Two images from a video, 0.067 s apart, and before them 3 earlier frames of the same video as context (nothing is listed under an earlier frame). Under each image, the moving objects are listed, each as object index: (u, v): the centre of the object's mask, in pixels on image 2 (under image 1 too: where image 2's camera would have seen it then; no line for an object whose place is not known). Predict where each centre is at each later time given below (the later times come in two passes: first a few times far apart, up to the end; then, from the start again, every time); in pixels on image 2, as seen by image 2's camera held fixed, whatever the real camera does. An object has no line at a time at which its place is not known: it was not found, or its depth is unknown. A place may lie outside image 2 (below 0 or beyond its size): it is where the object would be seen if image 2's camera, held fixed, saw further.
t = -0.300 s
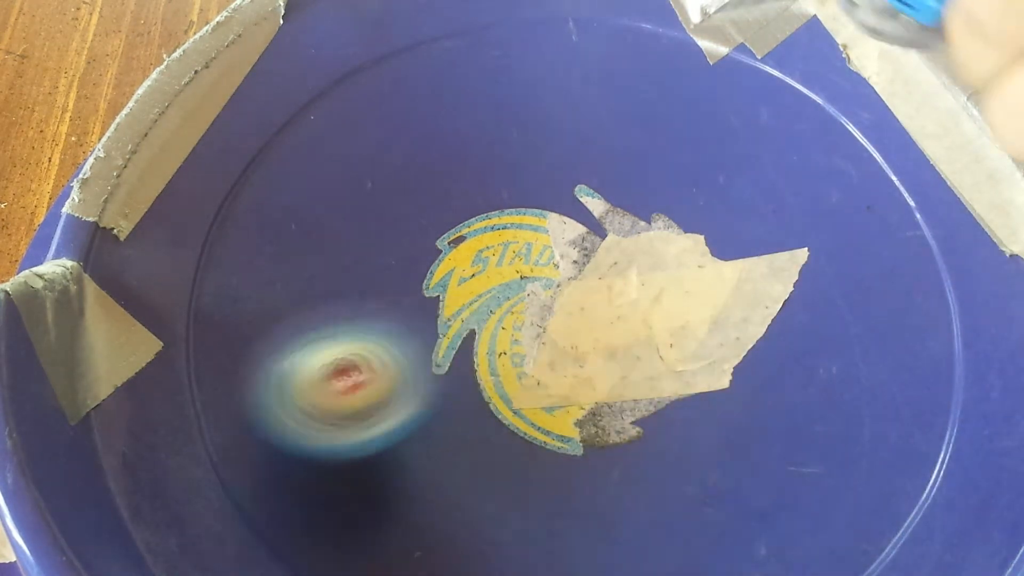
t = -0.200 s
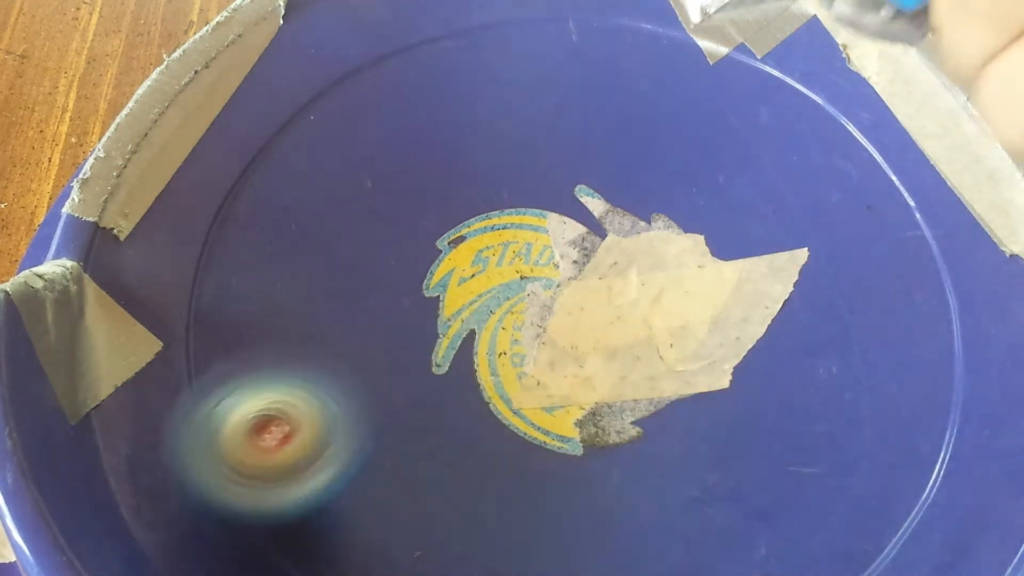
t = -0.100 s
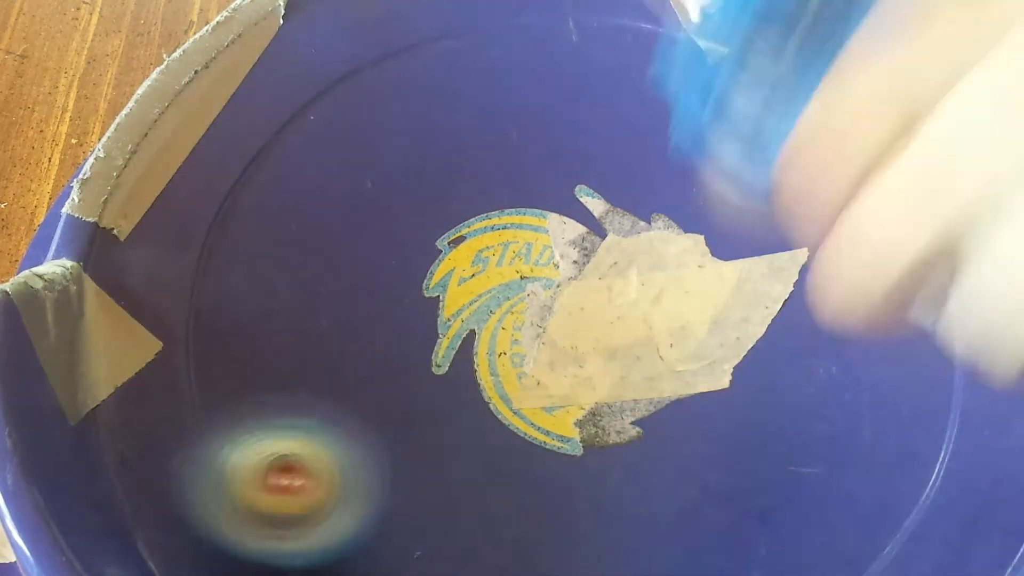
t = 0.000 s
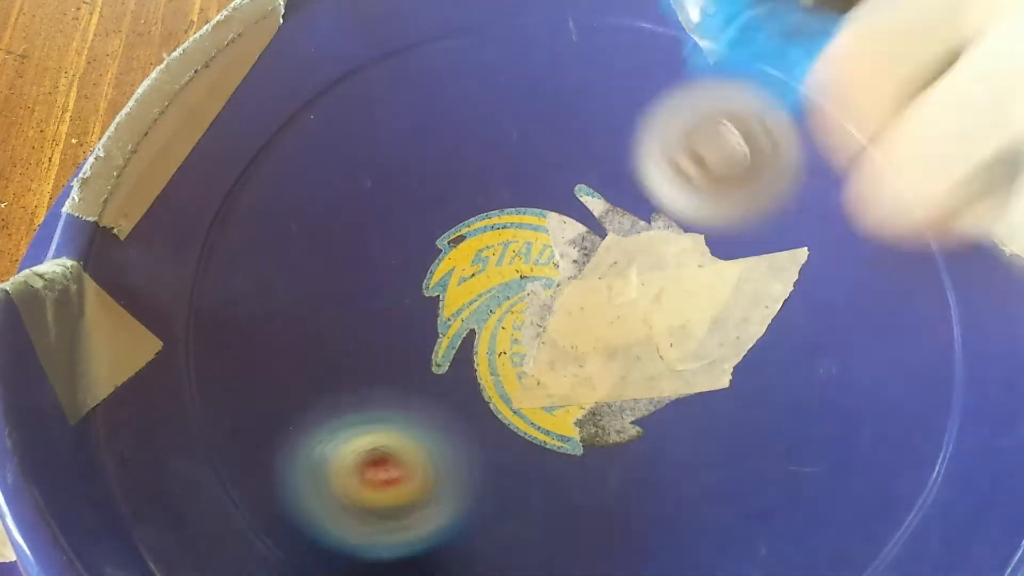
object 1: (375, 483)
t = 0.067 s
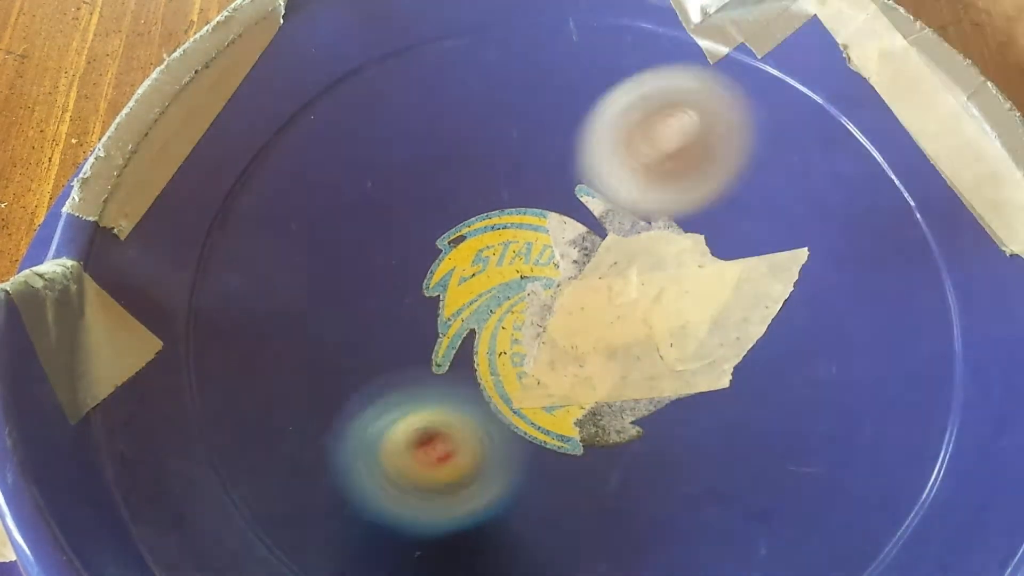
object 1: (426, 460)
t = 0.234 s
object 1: (487, 341)
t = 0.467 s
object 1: (252, 214)
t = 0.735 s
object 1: (279, 185)
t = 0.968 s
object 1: (352, 150)
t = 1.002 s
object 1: (364, 145)
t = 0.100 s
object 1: (445, 444)
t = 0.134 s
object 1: (463, 421)
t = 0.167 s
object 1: (474, 397)
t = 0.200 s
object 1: (485, 369)
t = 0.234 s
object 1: (487, 341)
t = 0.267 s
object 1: (423, 318)
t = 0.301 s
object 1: (367, 297)
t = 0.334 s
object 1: (333, 276)
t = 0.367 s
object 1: (302, 256)
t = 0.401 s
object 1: (280, 238)
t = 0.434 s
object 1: (265, 226)
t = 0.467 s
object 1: (252, 214)
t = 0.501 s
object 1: (242, 204)
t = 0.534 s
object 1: (233, 196)
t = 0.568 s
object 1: (227, 188)
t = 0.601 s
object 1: (234, 187)
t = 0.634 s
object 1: (243, 187)
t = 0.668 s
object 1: (255, 186)
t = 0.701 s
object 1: (267, 186)
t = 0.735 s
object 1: (279, 185)
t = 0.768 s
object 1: (293, 186)
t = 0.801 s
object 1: (309, 183)
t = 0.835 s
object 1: (319, 177)
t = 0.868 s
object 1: (324, 170)
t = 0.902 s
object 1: (331, 161)
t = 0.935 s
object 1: (341, 155)
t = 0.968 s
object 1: (352, 150)
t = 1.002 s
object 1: (364, 145)
